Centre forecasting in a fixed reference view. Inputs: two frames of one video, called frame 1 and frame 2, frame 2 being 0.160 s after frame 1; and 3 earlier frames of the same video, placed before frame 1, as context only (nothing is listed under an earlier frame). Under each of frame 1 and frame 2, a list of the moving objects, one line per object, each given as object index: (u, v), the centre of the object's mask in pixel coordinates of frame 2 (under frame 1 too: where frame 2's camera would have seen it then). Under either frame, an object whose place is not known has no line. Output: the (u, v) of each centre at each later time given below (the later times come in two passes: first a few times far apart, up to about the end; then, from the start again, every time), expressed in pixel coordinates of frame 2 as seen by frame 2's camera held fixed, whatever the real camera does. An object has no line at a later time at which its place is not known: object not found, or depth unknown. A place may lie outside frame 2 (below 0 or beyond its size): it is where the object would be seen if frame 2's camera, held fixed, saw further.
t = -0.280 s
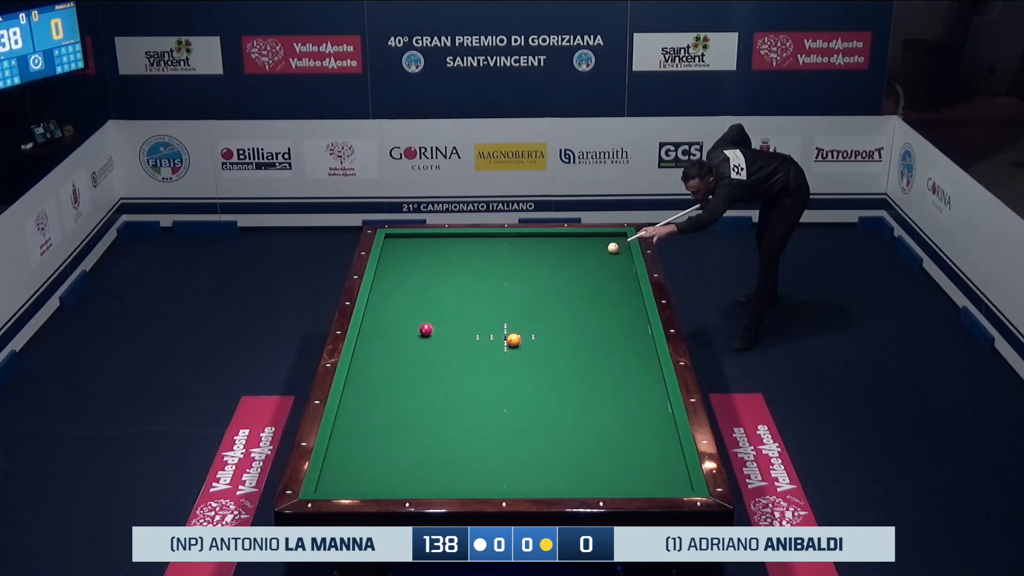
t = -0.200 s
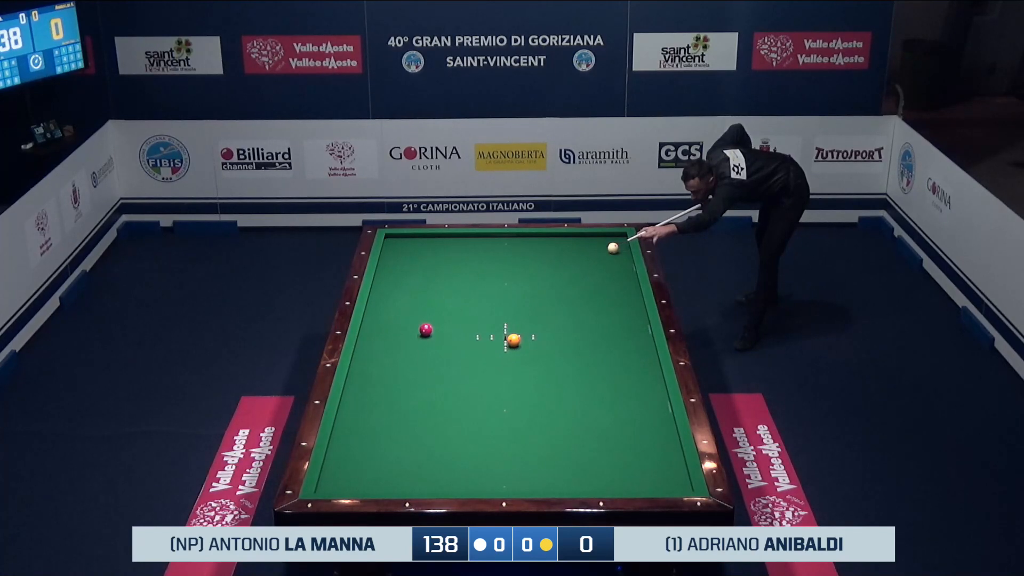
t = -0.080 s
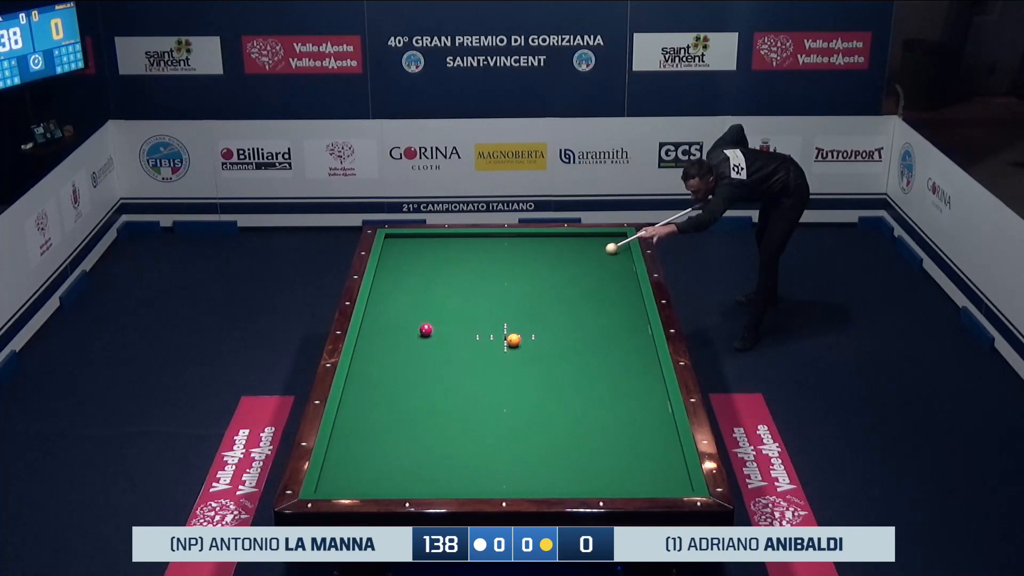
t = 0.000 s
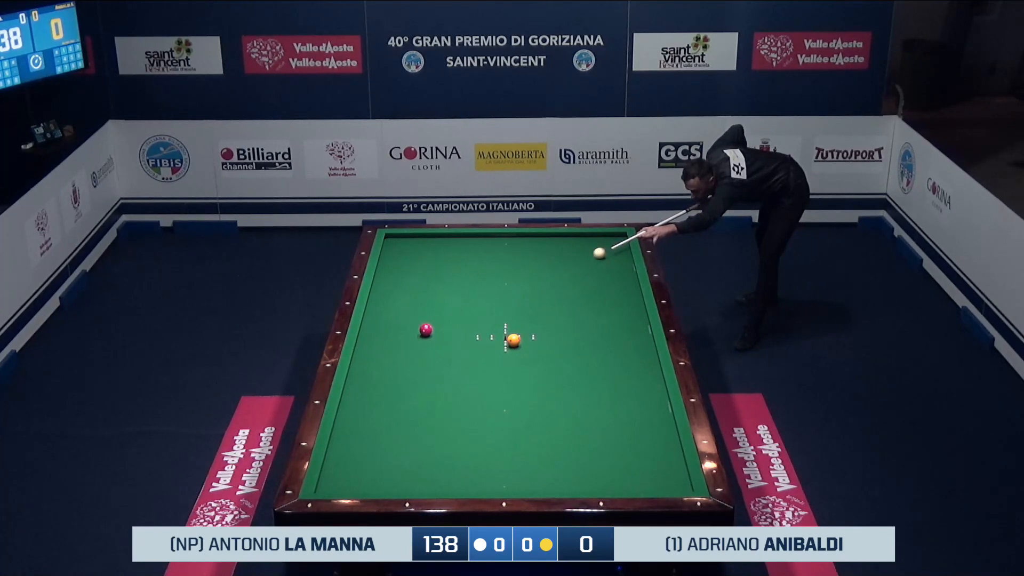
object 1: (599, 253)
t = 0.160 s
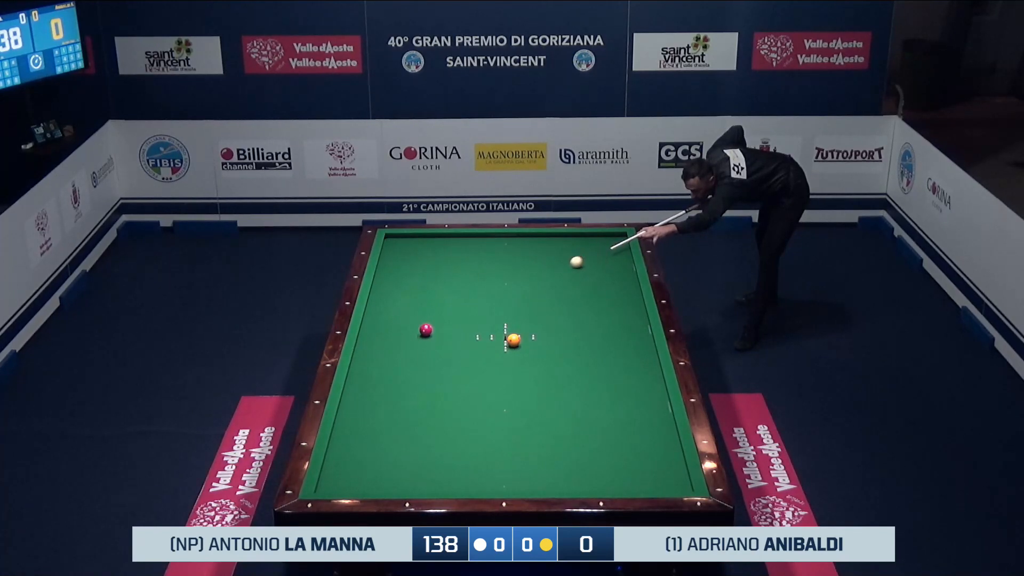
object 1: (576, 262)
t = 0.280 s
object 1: (559, 269)
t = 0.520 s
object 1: (522, 283)
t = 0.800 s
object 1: (477, 301)
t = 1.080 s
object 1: (430, 319)
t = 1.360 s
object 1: (379, 339)
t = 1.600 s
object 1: (375, 355)
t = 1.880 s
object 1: (399, 373)
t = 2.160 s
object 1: (424, 393)
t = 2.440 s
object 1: (450, 412)
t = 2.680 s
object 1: (474, 430)
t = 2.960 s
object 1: (502, 453)
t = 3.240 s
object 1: (533, 476)
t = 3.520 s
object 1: (564, 484)
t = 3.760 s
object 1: (590, 474)
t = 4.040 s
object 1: (619, 460)
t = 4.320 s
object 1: (646, 448)
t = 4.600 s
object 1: (671, 436)
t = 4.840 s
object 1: (656, 427)
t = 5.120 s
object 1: (639, 416)
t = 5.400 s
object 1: (622, 406)
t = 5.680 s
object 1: (607, 398)
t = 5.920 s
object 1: (595, 390)
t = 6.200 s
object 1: (581, 382)
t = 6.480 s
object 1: (568, 374)
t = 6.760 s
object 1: (556, 367)
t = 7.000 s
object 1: (546, 361)
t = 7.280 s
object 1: (535, 355)
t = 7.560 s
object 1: (525, 349)
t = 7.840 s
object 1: (517, 346)
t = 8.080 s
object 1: (513, 345)
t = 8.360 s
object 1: (510, 345)
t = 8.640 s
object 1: (507, 344)
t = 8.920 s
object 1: (504, 343)
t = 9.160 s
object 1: (503, 343)
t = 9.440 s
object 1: (502, 343)
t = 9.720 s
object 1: (501, 343)
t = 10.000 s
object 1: (501, 343)
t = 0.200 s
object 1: (570, 265)
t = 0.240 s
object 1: (565, 267)
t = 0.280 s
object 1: (559, 269)
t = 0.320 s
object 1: (553, 272)
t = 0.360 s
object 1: (547, 274)
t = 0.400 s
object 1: (541, 276)
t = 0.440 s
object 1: (534, 279)
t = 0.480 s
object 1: (528, 281)
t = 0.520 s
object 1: (522, 283)
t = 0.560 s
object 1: (516, 286)
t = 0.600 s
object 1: (510, 288)
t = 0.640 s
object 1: (503, 291)
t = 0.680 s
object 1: (497, 293)
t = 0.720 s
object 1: (490, 296)
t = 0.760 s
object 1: (484, 299)
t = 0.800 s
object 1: (477, 301)
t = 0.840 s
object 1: (470, 304)
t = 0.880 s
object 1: (464, 306)
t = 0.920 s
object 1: (457, 309)
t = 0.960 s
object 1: (450, 312)
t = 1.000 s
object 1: (443, 314)
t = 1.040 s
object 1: (437, 317)
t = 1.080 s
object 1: (430, 319)
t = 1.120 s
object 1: (422, 321)
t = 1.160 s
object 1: (415, 325)
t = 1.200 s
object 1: (408, 328)
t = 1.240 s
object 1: (401, 331)
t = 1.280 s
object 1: (394, 333)
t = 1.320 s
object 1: (387, 336)
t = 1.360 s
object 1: (379, 339)
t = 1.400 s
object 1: (372, 342)
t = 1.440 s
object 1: (365, 345)
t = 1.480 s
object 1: (362, 348)
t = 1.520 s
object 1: (367, 350)
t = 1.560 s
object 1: (371, 353)
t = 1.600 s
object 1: (375, 355)
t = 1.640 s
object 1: (378, 358)
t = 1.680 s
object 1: (382, 360)
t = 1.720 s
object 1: (385, 363)
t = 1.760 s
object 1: (388, 365)
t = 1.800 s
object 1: (392, 368)
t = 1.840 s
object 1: (395, 371)
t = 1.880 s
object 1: (399, 373)
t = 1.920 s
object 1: (402, 376)
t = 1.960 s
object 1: (406, 379)
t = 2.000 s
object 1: (409, 381)
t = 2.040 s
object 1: (413, 384)
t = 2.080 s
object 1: (417, 387)
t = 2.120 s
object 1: (420, 390)
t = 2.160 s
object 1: (424, 393)
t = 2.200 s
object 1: (427, 395)
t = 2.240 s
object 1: (431, 398)
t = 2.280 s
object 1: (435, 401)
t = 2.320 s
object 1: (439, 404)
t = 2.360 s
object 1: (443, 407)
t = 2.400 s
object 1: (446, 410)
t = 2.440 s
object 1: (450, 412)
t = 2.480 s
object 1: (454, 415)
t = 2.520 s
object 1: (458, 418)
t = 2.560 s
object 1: (462, 421)
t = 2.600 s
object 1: (466, 424)
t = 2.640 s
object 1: (470, 427)
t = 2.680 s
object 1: (474, 430)
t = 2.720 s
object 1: (478, 433)
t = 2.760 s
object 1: (482, 436)
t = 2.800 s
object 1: (486, 440)
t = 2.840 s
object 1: (490, 443)
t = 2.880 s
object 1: (494, 446)
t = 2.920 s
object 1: (498, 449)
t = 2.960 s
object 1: (502, 453)
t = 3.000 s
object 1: (507, 456)
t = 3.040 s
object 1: (511, 459)
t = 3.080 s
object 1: (515, 462)
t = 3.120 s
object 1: (520, 466)
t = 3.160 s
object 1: (524, 469)
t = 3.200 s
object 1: (528, 472)
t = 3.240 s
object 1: (533, 476)
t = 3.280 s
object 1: (537, 479)
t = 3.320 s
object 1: (542, 482)
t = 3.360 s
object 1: (546, 484)
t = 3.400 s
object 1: (550, 486)
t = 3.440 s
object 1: (555, 487)
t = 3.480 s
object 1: (560, 485)
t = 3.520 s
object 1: (564, 484)
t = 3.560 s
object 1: (569, 483)
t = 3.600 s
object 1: (573, 481)
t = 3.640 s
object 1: (578, 479)
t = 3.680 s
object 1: (582, 477)
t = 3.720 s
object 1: (586, 475)
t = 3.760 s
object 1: (590, 474)
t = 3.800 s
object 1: (595, 472)
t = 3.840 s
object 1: (599, 470)
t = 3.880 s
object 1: (603, 468)
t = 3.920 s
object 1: (607, 466)
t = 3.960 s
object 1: (611, 464)
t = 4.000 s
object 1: (615, 462)
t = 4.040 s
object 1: (619, 460)
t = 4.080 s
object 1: (623, 459)
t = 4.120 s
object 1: (627, 457)
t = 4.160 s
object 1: (631, 455)
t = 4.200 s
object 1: (635, 453)
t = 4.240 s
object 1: (639, 452)
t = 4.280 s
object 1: (642, 450)
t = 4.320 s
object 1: (646, 448)
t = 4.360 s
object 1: (650, 446)
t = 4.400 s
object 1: (653, 445)
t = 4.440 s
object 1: (657, 443)
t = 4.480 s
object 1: (661, 441)
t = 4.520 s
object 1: (664, 440)
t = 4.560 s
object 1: (668, 438)
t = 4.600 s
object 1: (671, 436)
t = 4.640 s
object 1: (670, 435)
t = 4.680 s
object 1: (667, 433)
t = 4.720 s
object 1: (664, 431)
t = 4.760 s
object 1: (661, 430)
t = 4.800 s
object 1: (659, 428)
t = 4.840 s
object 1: (656, 427)
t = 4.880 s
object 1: (654, 425)
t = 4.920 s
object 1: (651, 424)
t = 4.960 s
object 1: (649, 422)
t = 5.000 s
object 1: (646, 421)
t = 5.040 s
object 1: (643, 419)
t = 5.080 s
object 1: (641, 418)
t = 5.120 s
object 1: (639, 416)
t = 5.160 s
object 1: (636, 415)
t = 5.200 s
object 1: (634, 414)
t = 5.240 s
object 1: (632, 412)
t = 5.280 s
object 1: (629, 411)
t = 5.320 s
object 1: (627, 409)
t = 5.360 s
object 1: (625, 408)
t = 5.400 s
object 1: (622, 406)
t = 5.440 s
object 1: (620, 405)
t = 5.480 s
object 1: (618, 404)
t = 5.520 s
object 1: (616, 402)
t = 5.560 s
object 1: (613, 401)
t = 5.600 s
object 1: (611, 400)
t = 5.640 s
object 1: (609, 399)
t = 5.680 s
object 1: (607, 398)
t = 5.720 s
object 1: (605, 396)
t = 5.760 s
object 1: (603, 395)
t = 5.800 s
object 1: (601, 394)
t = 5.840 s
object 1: (598, 393)
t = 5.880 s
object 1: (597, 391)
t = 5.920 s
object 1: (595, 390)
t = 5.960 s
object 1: (593, 389)
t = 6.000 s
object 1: (590, 388)
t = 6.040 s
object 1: (588, 386)
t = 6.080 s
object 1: (587, 385)
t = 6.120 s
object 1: (585, 384)
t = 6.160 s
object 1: (583, 383)
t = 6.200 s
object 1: (581, 382)
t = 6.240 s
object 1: (579, 381)
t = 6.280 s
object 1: (577, 380)
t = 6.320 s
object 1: (575, 379)
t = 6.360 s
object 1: (573, 377)
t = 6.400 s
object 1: (572, 376)
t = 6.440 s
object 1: (570, 375)
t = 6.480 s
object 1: (568, 374)
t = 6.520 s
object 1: (566, 373)
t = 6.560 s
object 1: (564, 372)
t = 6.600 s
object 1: (562, 371)
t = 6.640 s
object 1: (561, 370)
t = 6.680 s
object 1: (559, 369)
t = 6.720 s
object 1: (557, 368)
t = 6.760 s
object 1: (556, 367)
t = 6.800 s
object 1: (554, 366)
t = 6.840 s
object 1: (552, 365)
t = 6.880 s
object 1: (550, 364)
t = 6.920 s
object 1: (549, 363)
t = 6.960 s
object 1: (547, 362)
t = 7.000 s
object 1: (546, 361)
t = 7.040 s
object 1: (544, 361)
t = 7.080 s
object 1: (543, 360)
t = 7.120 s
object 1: (541, 359)
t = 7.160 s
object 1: (539, 358)
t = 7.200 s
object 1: (538, 357)
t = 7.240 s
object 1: (536, 356)
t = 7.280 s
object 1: (535, 355)
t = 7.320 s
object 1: (533, 354)
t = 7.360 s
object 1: (532, 354)
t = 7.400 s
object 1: (530, 353)
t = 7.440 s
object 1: (529, 352)
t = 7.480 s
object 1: (527, 351)
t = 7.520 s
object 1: (526, 350)
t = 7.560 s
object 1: (525, 349)
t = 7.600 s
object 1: (523, 349)
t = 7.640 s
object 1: (522, 348)
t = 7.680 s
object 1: (521, 347)
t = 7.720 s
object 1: (519, 346)
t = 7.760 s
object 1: (518, 346)
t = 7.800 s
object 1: (517, 346)
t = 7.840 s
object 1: (517, 346)
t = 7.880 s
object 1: (516, 346)
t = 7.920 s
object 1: (516, 346)
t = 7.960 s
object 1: (515, 346)
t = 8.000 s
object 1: (514, 345)
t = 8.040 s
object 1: (514, 345)
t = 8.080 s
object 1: (513, 345)
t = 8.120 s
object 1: (513, 345)
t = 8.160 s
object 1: (512, 345)
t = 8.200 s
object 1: (511, 345)
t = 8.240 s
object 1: (511, 345)
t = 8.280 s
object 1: (511, 345)
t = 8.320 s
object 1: (510, 345)
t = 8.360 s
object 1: (510, 345)
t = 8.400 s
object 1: (509, 344)
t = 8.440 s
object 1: (509, 344)
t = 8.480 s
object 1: (508, 344)
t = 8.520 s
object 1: (508, 344)
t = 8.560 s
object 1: (507, 344)
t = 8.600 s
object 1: (507, 344)
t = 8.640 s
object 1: (507, 344)
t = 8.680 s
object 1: (506, 344)
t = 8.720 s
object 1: (506, 344)
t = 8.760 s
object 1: (505, 344)
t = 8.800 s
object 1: (505, 344)
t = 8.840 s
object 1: (505, 343)
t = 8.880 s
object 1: (505, 343)
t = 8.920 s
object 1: (504, 343)
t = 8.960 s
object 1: (504, 343)
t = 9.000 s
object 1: (504, 343)
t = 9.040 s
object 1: (504, 343)
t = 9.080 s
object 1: (504, 343)
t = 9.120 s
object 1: (503, 343)
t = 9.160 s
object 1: (503, 343)
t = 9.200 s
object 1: (503, 343)
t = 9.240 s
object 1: (503, 343)
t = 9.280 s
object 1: (502, 343)
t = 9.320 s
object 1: (502, 343)
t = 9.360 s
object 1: (502, 343)
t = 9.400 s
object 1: (502, 343)
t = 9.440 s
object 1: (502, 343)
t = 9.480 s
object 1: (502, 343)
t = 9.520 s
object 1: (502, 343)
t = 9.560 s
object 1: (502, 343)
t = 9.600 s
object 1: (501, 343)
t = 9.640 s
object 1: (501, 343)
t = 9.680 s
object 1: (501, 343)
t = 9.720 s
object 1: (501, 343)
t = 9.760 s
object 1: (501, 343)
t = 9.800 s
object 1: (501, 343)
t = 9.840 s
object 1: (501, 343)
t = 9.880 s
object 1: (501, 343)
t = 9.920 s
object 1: (501, 343)
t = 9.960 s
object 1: (501, 343)
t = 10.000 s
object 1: (501, 343)
